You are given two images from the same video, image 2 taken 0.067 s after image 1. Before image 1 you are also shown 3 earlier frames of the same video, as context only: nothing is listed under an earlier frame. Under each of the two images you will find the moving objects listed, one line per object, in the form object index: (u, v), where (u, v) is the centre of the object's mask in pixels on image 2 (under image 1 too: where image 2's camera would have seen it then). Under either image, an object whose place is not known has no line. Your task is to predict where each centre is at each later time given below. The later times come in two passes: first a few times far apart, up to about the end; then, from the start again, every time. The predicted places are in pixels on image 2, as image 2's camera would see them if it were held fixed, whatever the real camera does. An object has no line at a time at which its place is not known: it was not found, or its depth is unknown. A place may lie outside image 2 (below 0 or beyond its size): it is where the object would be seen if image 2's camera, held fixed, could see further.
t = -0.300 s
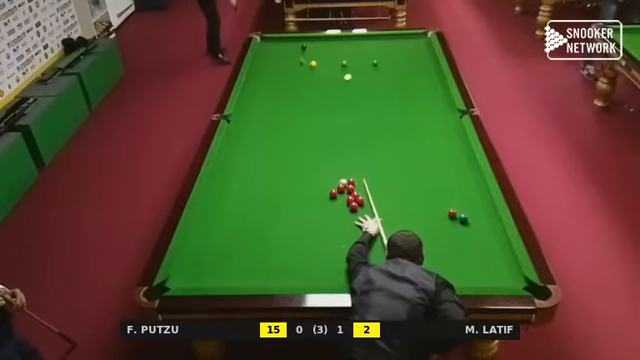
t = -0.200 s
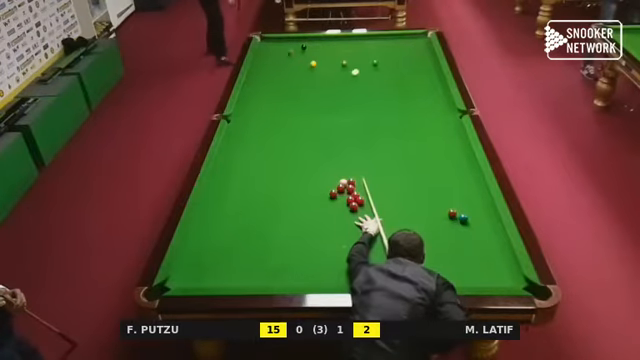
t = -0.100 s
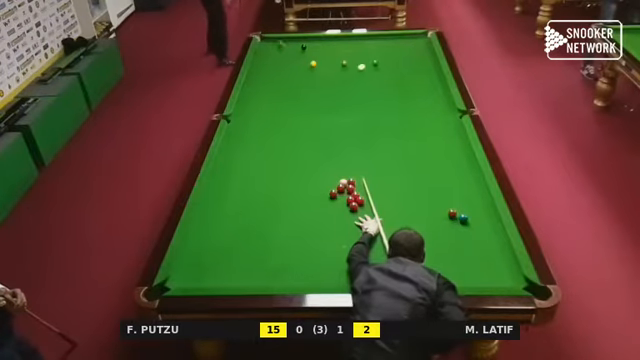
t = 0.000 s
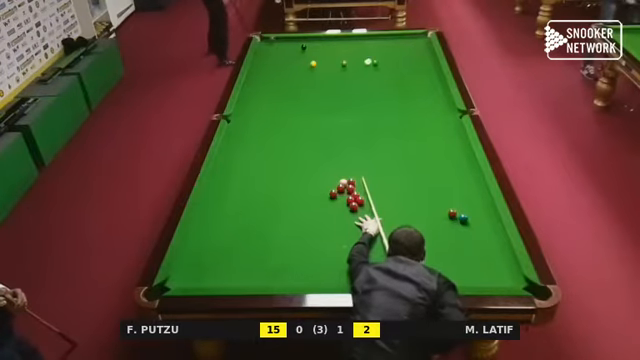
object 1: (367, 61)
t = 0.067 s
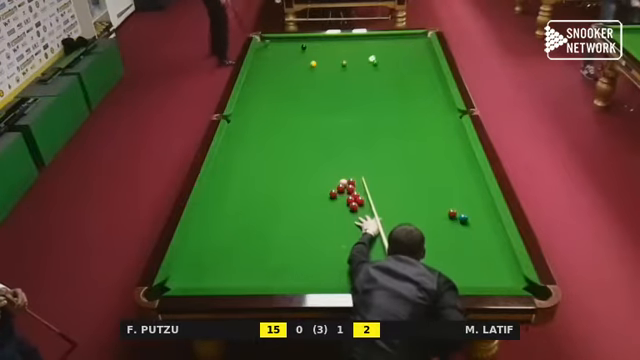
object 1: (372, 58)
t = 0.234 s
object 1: (381, 50)
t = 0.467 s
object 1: (393, 41)
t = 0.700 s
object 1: (405, 36)
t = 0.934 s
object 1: (419, 42)
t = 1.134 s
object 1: (431, 47)
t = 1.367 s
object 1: (425, 53)
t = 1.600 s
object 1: (418, 59)
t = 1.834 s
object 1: (412, 65)
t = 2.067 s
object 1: (405, 71)
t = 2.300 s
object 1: (399, 78)
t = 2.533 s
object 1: (392, 84)
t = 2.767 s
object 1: (385, 90)
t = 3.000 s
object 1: (378, 96)
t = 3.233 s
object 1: (372, 102)
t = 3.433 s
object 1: (366, 107)
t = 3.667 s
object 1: (359, 113)
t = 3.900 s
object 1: (353, 119)
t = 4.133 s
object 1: (346, 124)
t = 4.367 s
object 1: (340, 129)
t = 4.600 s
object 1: (334, 134)
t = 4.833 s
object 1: (328, 139)
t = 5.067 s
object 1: (323, 144)
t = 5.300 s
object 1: (318, 149)
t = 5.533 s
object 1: (313, 153)
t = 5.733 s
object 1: (309, 157)
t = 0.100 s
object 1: (374, 56)
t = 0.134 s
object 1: (376, 55)
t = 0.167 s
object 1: (378, 53)
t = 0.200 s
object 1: (379, 52)
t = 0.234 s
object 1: (381, 50)
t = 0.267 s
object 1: (383, 49)
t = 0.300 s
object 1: (385, 47)
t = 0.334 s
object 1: (386, 46)
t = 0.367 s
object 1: (388, 45)
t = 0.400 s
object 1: (390, 43)
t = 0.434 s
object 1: (391, 42)
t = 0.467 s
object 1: (393, 41)
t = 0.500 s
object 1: (395, 39)
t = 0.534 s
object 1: (396, 38)
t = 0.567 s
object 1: (398, 36)
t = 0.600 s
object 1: (400, 35)
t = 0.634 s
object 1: (401, 34)
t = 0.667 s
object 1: (403, 35)
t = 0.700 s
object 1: (405, 36)
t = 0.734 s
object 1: (407, 37)
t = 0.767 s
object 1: (409, 38)
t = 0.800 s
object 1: (411, 38)
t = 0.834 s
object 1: (413, 39)
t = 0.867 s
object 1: (415, 40)
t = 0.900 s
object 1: (417, 41)
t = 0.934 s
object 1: (419, 42)
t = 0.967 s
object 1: (421, 43)
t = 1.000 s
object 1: (423, 44)
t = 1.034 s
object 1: (425, 45)
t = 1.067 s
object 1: (427, 46)
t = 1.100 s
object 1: (429, 47)
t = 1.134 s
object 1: (431, 47)
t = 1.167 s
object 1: (430, 48)
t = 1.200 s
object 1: (429, 49)
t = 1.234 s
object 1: (428, 50)
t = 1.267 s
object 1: (427, 51)
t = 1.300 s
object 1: (426, 52)
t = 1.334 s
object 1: (426, 52)
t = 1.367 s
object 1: (425, 53)
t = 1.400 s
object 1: (424, 54)
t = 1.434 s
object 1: (423, 55)
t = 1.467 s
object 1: (422, 56)
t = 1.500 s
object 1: (421, 57)
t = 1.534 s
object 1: (420, 58)
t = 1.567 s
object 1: (419, 59)
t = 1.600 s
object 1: (418, 59)
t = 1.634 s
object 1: (417, 60)
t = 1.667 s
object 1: (417, 61)
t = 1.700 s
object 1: (416, 62)
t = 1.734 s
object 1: (415, 63)
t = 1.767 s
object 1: (414, 64)
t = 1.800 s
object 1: (413, 64)
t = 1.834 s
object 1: (412, 65)
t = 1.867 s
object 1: (411, 66)
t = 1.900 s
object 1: (410, 67)
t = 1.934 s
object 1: (409, 68)
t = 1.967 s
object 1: (408, 69)
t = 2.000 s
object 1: (407, 70)
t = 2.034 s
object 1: (406, 71)
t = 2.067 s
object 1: (405, 71)
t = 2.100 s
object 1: (405, 72)
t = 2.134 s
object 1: (403, 73)
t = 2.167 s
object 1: (403, 74)
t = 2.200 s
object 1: (402, 75)
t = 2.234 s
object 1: (401, 76)
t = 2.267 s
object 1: (400, 77)
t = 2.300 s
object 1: (399, 78)
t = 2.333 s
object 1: (398, 78)
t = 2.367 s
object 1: (397, 79)
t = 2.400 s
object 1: (396, 80)
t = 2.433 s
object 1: (395, 81)
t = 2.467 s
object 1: (394, 82)
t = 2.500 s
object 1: (393, 83)
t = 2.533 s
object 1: (392, 84)
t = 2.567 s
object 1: (391, 85)
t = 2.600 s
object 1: (390, 85)
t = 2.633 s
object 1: (389, 86)
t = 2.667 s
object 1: (388, 87)
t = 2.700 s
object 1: (387, 88)
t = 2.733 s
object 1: (386, 89)
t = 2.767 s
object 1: (385, 90)
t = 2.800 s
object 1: (384, 91)
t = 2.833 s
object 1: (383, 92)
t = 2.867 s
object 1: (382, 92)
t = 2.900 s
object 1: (381, 93)
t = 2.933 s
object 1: (380, 94)
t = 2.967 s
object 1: (380, 95)
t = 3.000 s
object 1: (378, 96)
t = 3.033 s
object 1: (377, 97)
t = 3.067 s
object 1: (377, 98)
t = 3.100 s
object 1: (376, 98)
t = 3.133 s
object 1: (375, 99)
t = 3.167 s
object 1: (374, 100)
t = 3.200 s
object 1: (373, 101)
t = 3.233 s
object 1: (372, 102)
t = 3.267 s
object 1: (371, 103)
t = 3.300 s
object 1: (370, 104)
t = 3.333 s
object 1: (369, 104)
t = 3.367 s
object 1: (368, 105)
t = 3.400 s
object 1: (367, 106)
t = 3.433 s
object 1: (366, 107)
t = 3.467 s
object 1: (365, 108)
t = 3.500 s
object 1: (364, 109)
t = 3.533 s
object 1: (363, 109)
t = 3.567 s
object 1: (362, 110)
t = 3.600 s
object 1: (361, 111)
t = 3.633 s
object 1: (360, 112)
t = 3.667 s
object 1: (359, 113)
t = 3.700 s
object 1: (359, 114)
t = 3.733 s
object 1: (357, 114)
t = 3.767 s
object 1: (357, 115)
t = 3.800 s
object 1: (355, 116)
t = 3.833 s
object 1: (355, 117)
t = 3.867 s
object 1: (354, 118)
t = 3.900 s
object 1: (353, 119)
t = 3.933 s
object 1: (352, 119)
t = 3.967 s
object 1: (351, 120)
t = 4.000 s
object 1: (350, 121)
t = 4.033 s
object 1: (349, 122)
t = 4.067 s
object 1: (348, 122)
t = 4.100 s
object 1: (347, 123)
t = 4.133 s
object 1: (346, 124)
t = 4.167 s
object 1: (346, 125)
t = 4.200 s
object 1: (345, 126)
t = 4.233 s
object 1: (344, 126)
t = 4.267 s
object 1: (343, 127)
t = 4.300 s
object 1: (342, 128)
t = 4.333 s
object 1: (341, 129)
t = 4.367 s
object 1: (340, 129)
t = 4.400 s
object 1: (339, 130)
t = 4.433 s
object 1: (339, 131)
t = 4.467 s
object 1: (338, 131)
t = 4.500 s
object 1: (337, 132)
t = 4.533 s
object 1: (336, 133)
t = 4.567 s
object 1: (335, 134)
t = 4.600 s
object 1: (334, 134)
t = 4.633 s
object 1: (333, 135)
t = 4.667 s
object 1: (332, 136)
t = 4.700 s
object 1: (332, 136)
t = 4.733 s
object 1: (331, 137)
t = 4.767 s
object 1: (330, 138)
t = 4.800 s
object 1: (329, 139)
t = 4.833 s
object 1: (328, 139)
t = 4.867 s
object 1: (328, 140)
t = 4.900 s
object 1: (327, 141)
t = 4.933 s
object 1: (326, 142)
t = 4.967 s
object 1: (326, 142)
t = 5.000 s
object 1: (325, 143)
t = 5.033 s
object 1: (324, 143)
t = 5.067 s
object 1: (323, 144)
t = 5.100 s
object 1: (322, 145)
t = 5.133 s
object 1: (322, 145)
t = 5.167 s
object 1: (321, 146)
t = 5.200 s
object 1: (320, 147)
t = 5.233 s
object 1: (319, 147)
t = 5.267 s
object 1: (319, 148)
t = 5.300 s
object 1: (318, 149)
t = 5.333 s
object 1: (317, 150)
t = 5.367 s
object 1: (316, 150)
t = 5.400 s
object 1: (316, 151)
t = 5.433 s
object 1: (315, 151)
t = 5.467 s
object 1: (314, 152)
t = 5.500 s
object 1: (314, 153)
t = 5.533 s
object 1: (313, 153)
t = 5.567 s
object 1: (313, 154)
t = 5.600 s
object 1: (312, 154)
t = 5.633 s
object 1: (311, 155)
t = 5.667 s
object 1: (310, 156)
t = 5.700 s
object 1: (310, 156)
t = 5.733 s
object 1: (309, 157)
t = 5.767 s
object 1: (309, 157)
